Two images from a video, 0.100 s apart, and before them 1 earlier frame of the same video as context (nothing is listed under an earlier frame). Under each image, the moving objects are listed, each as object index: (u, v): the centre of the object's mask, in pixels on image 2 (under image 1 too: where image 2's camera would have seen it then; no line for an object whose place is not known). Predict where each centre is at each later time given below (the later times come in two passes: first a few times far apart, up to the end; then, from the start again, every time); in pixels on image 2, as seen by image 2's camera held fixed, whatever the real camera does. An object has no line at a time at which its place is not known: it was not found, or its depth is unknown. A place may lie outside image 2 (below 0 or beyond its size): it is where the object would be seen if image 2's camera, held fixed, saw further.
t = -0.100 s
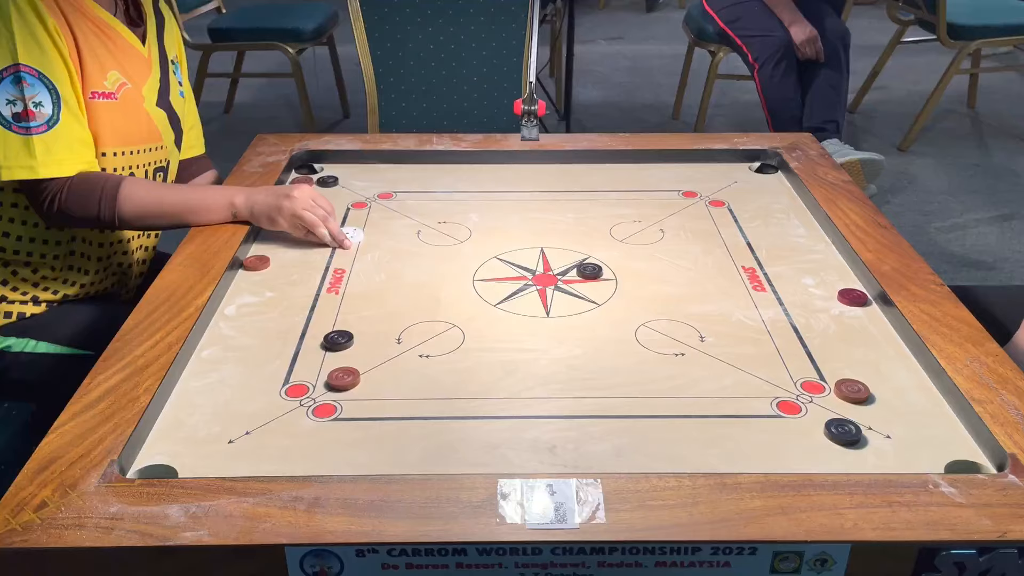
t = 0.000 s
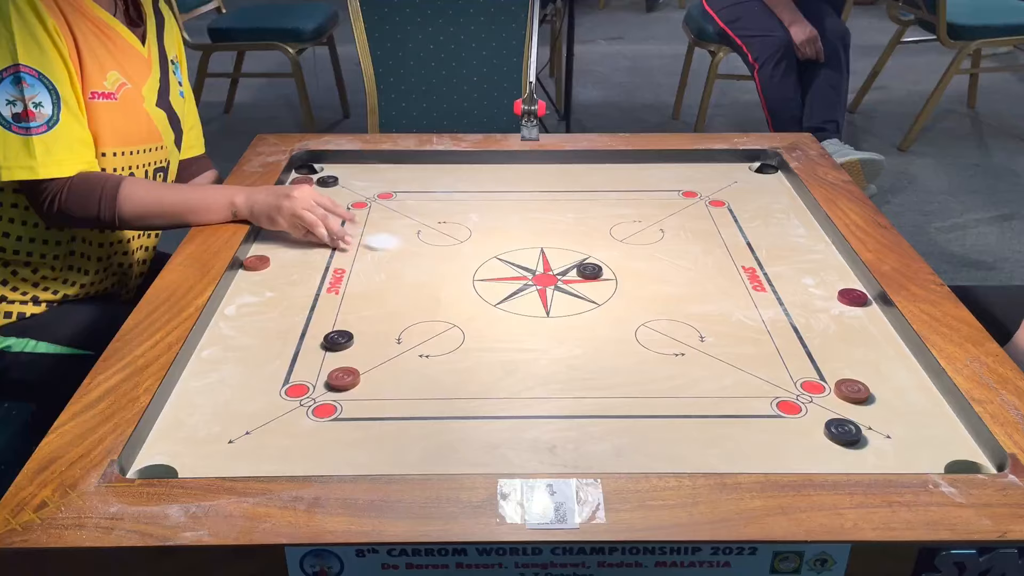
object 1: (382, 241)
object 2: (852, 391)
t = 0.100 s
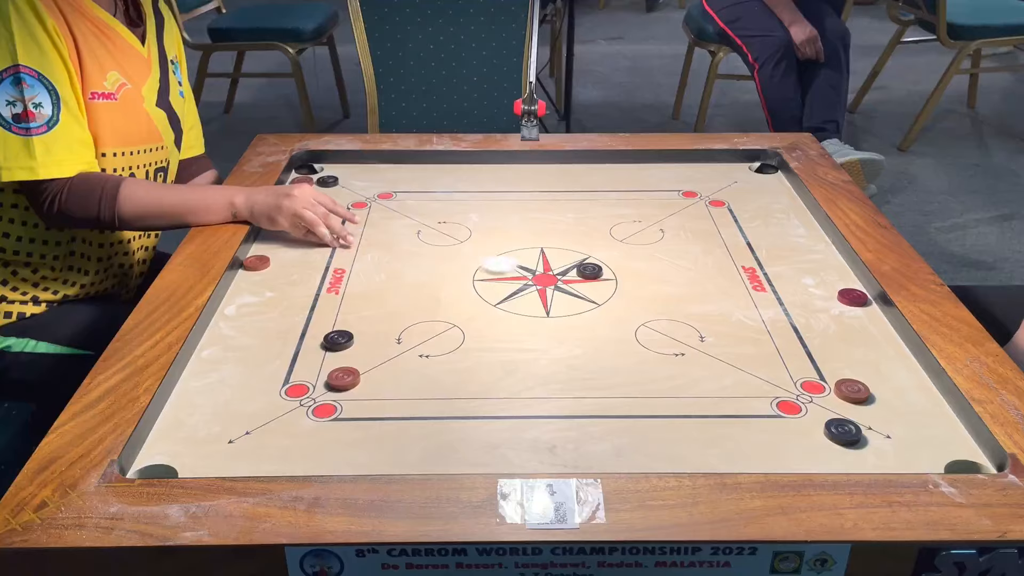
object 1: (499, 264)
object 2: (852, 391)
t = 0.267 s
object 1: (668, 315)
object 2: (852, 391)
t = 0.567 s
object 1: (905, 394)
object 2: (951, 467)
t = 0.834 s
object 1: (889, 411)
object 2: (919, 441)
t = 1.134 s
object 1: (886, 413)
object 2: (918, 441)
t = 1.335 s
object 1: (886, 412)
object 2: (918, 441)
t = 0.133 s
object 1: (540, 271)
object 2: (852, 391)
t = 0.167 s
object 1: (576, 281)
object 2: (852, 391)
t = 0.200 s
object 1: (605, 293)
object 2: (852, 391)
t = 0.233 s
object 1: (636, 303)
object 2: (852, 391)
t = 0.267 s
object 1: (668, 315)
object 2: (852, 391)
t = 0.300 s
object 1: (699, 327)
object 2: (852, 391)
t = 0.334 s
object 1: (733, 338)
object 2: (852, 391)
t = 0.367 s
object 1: (766, 351)
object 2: (852, 391)
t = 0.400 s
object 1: (800, 363)
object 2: (852, 391)
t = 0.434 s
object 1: (829, 372)
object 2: (867, 399)
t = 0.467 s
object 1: (849, 379)
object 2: (907, 421)
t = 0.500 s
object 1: (868, 384)
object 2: (947, 443)
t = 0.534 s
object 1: (887, 389)
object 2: (962, 460)
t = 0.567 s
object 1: (905, 394)
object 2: (951, 467)
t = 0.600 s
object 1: (922, 399)
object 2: (940, 460)
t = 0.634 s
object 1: (918, 401)
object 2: (937, 458)
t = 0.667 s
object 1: (911, 404)
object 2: (930, 456)
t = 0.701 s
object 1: (905, 406)
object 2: (926, 449)
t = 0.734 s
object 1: (900, 408)
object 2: (922, 446)
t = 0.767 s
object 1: (896, 409)
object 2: (920, 443)
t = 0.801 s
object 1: (891, 410)
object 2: (919, 441)
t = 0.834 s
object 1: (889, 411)
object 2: (919, 441)
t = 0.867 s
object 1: (887, 412)
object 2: (919, 441)
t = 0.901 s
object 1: (886, 412)
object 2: (919, 441)
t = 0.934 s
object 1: (886, 412)
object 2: (918, 441)
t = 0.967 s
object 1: (886, 412)
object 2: (918, 441)
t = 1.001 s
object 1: (886, 413)
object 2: (919, 441)
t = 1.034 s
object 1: (886, 413)
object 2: (919, 441)
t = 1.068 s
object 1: (886, 413)
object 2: (918, 441)
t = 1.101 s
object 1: (886, 412)
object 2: (918, 441)
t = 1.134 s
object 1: (886, 413)
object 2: (918, 441)
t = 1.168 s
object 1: (886, 412)
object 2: (918, 441)
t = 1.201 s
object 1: (886, 412)
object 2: (918, 441)
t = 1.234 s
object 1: (886, 412)
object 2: (918, 441)
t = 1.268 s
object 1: (886, 412)
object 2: (918, 441)
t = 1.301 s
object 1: (886, 412)
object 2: (918, 441)
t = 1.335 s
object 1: (886, 412)
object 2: (918, 441)
